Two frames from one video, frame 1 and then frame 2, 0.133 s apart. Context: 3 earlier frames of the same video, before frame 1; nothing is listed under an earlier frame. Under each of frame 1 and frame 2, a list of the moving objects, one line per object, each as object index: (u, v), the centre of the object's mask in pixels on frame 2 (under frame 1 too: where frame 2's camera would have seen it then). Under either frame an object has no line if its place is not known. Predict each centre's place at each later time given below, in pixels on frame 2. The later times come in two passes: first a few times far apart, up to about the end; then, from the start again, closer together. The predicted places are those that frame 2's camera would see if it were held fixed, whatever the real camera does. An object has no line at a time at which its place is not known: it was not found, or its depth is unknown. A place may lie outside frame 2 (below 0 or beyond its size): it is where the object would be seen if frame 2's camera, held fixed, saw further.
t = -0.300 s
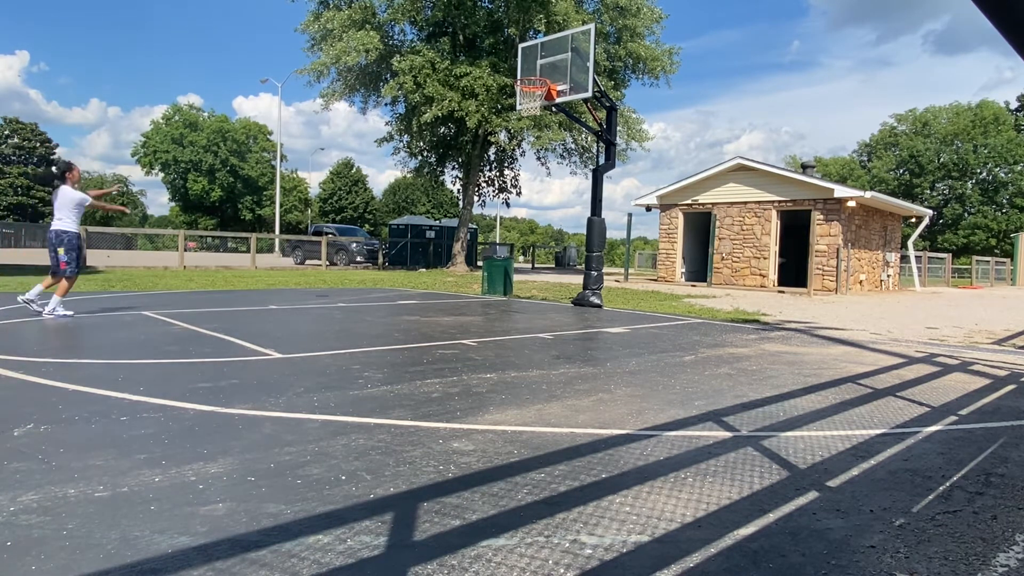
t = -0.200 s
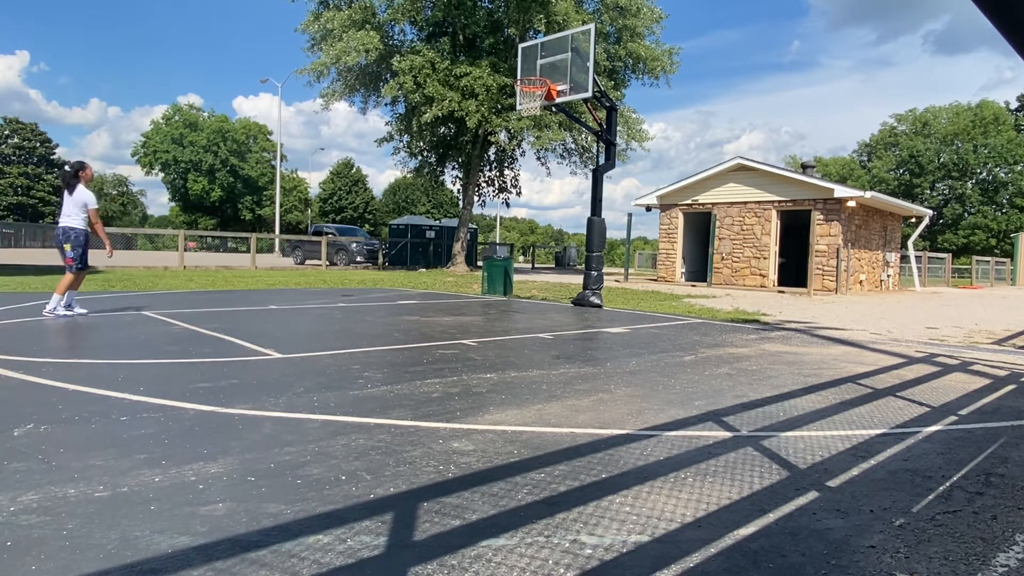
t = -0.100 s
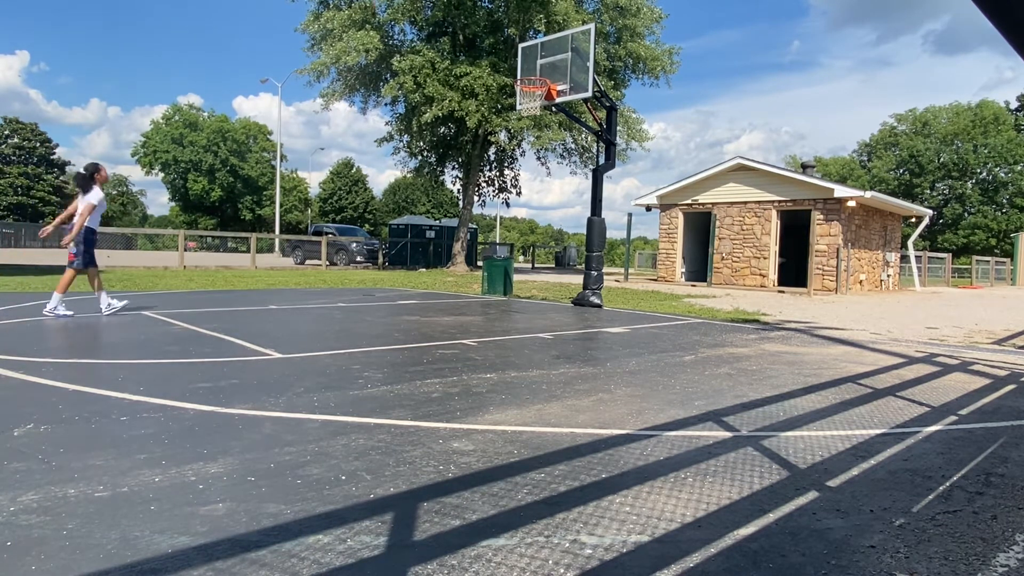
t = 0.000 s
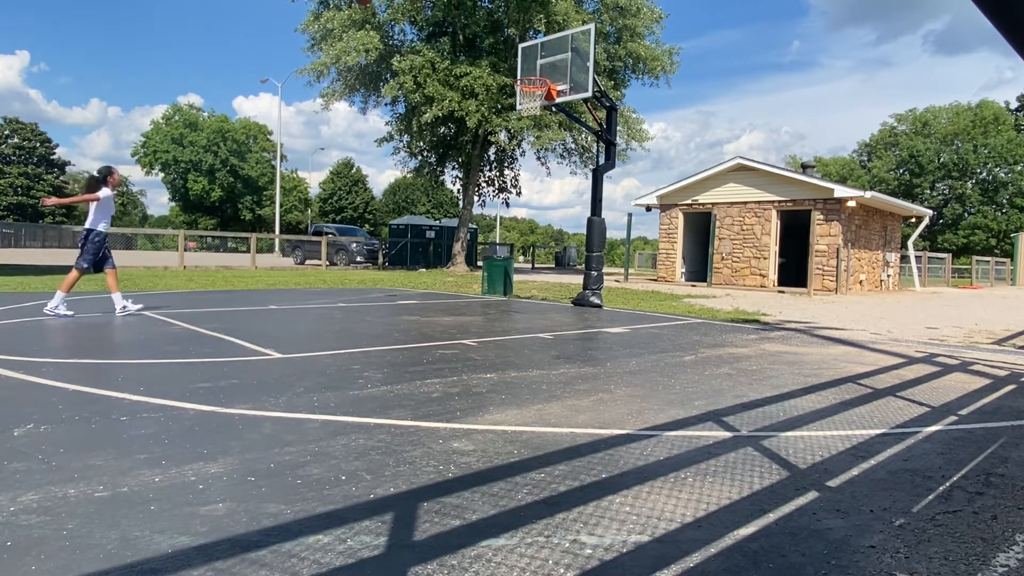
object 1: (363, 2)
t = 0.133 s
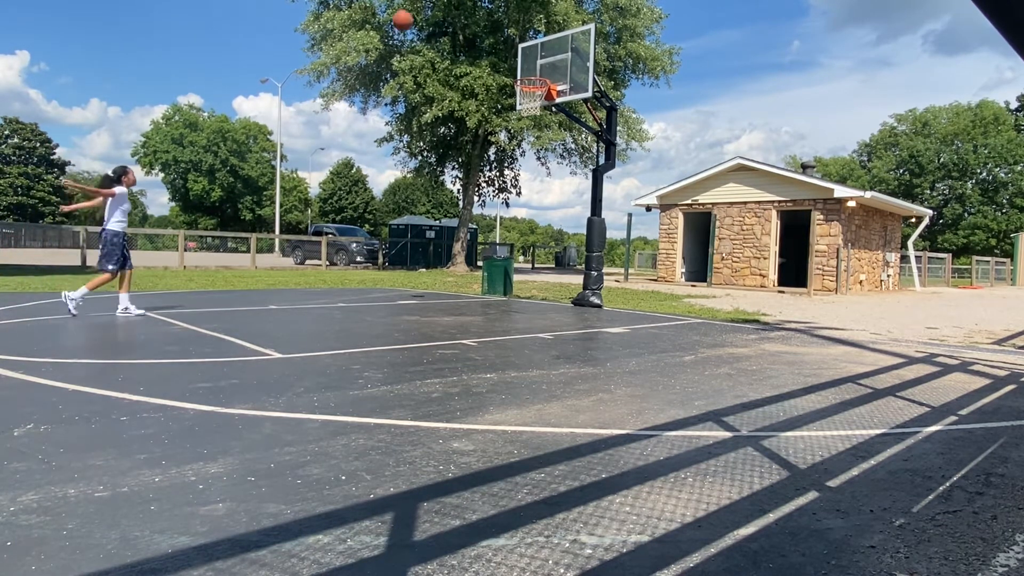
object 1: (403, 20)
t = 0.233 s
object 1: (430, 48)
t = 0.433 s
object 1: (481, 122)
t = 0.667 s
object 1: (533, 234)
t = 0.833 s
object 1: (561, 281)
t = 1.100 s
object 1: (590, 180)
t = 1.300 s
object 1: (610, 136)
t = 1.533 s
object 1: (633, 121)
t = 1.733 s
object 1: (651, 141)
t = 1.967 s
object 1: (670, 200)
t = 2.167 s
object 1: (686, 283)
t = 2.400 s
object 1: (716, 247)
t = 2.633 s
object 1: (751, 195)
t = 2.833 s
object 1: (779, 182)
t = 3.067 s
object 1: (812, 208)
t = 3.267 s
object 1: (836, 266)
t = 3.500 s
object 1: (869, 292)
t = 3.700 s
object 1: (903, 249)
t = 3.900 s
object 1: (935, 239)
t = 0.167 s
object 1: (412, 28)
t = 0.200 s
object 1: (421, 37)
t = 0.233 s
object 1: (430, 48)
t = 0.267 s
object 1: (439, 58)
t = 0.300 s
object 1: (448, 70)
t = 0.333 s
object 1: (456, 82)
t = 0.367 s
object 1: (465, 94)
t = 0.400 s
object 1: (474, 108)
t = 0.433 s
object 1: (481, 122)
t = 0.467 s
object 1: (489, 136)
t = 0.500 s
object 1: (496, 152)
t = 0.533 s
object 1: (505, 167)
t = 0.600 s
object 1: (518, 200)
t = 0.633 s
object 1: (525, 217)
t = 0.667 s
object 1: (533, 234)
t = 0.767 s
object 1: (553, 290)
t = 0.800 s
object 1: (557, 297)
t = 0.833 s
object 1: (561, 281)
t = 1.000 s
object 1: (578, 212)
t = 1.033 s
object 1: (582, 201)
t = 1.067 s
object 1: (586, 190)
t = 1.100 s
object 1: (590, 180)
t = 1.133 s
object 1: (593, 170)
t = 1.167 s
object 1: (596, 162)
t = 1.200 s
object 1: (600, 154)
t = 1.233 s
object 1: (603, 148)
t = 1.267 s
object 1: (606, 141)
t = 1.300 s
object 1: (610, 136)
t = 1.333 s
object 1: (613, 132)
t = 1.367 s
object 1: (617, 127)
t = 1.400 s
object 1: (620, 124)
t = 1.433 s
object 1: (624, 123)
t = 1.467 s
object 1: (627, 122)
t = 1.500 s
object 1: (630, 121)
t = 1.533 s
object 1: (633, 121)
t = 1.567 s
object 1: (636, 123)
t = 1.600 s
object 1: (639, 124)
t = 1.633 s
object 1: (642, 128)
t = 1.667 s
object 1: (645, 131)
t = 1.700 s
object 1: (648, 136)
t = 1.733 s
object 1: (651, 141)
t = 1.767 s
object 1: (654, 147)
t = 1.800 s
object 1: (657, 154)
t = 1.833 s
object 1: (660, 162)
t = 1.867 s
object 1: (663, 170)
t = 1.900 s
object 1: (665, 179)
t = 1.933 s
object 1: (668, 189)
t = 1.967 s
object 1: (670, 200)
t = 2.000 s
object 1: (674, 212)
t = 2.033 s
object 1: (676, 225)
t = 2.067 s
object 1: (678, 238)
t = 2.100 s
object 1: (681, 252)
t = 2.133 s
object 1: (684, 267)
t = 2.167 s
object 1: (686, 283)
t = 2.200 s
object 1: (688, 300)
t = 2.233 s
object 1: (691, 309)
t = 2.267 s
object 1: (696, 295)
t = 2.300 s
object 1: (701, 282)
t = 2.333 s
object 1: (707, 269)
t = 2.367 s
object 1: (711, 257)
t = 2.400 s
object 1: (716, 247)
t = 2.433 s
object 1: (721, 237)
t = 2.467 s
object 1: (726, 228)
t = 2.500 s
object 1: (731, 220)
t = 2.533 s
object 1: (736, 212)
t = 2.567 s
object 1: (741, 205)
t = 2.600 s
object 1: (746, 199)
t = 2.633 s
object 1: (751, 195)
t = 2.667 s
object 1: (756, 190)
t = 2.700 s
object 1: (761, 187)
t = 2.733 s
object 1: (765, 184)
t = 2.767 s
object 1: (770, 182)
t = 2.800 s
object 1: (774, 182)
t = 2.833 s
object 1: (779, 182)
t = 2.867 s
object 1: (784, 183)
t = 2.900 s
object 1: (788, 185)
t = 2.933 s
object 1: (793, 188)
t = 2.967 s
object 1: (798, 191)
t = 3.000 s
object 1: (803, 196)
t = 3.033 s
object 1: (807, 202)
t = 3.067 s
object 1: (812, 208)
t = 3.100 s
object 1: (816, 215)
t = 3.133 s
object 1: (820, 224)
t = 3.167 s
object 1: (824, 233)
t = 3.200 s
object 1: (828, 243)
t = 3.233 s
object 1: (832, 254)
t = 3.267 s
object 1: (836, 266)
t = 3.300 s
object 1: (840, 279)
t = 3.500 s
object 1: (869, 292)
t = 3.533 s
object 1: (875, 283)
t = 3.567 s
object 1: (881, 274)
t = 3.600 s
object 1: (887, 267)
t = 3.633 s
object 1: (892, 260)
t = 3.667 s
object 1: (898, 254)
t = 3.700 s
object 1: (903, 249)
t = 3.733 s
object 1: (909, 245)
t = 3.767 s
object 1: (914, 242)
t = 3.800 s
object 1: (919, 240)
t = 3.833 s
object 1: (924, 239)
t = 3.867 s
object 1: (930, 239)
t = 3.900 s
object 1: (935, 239)
